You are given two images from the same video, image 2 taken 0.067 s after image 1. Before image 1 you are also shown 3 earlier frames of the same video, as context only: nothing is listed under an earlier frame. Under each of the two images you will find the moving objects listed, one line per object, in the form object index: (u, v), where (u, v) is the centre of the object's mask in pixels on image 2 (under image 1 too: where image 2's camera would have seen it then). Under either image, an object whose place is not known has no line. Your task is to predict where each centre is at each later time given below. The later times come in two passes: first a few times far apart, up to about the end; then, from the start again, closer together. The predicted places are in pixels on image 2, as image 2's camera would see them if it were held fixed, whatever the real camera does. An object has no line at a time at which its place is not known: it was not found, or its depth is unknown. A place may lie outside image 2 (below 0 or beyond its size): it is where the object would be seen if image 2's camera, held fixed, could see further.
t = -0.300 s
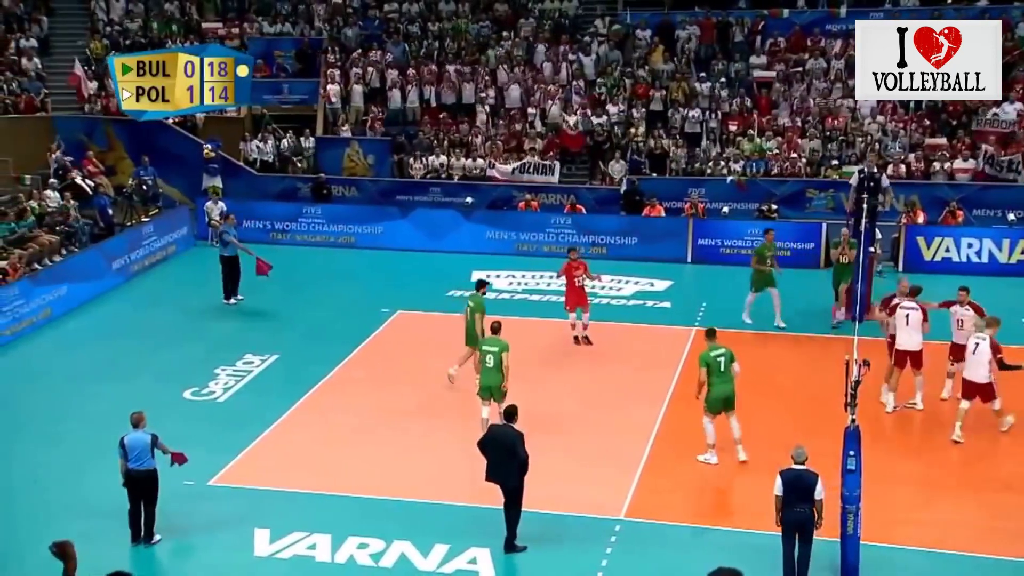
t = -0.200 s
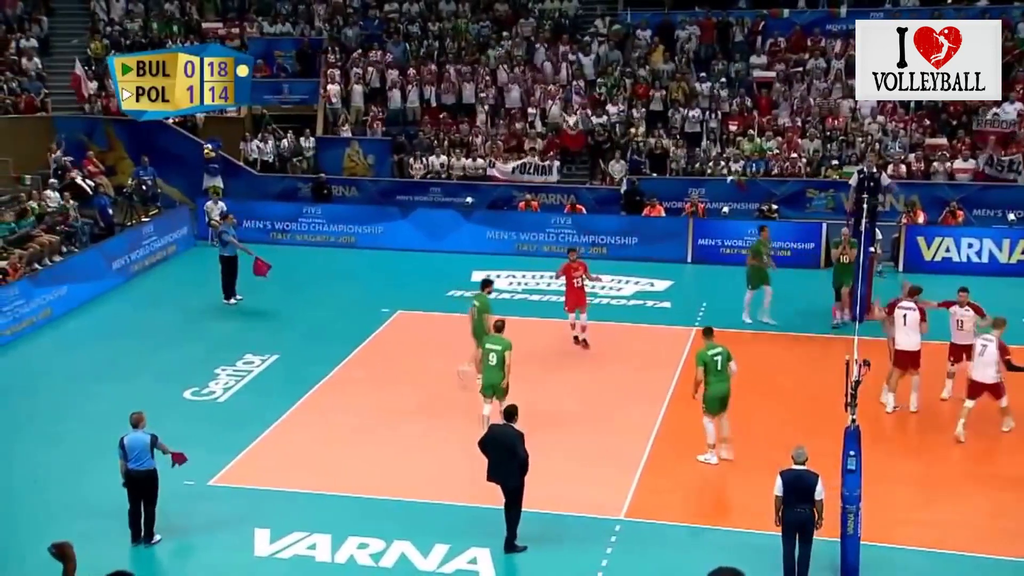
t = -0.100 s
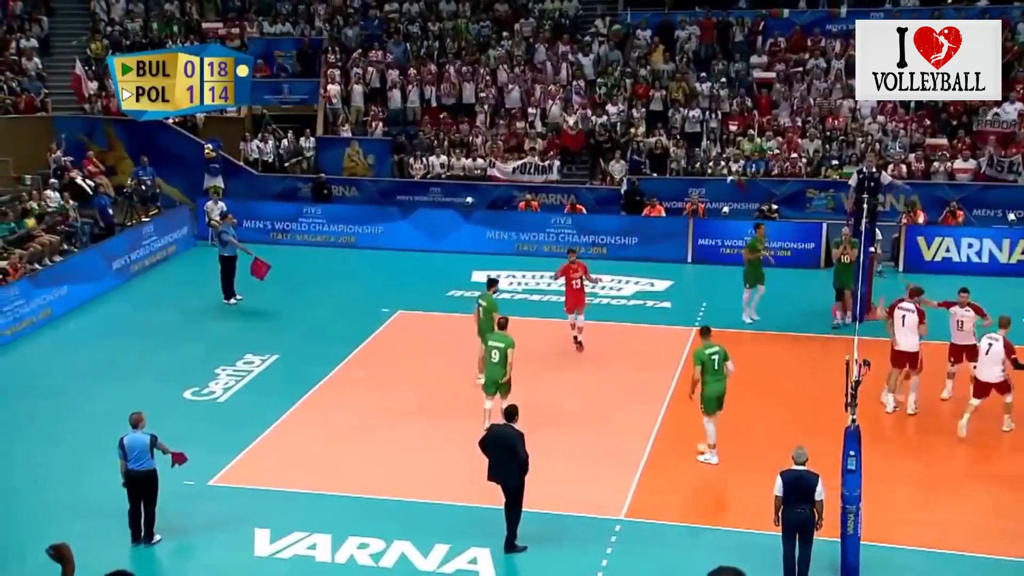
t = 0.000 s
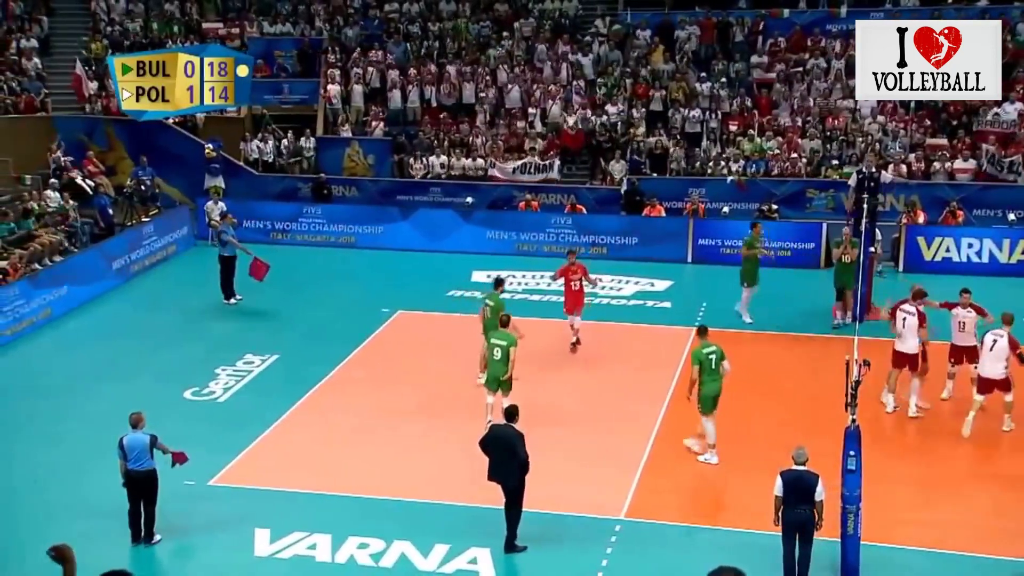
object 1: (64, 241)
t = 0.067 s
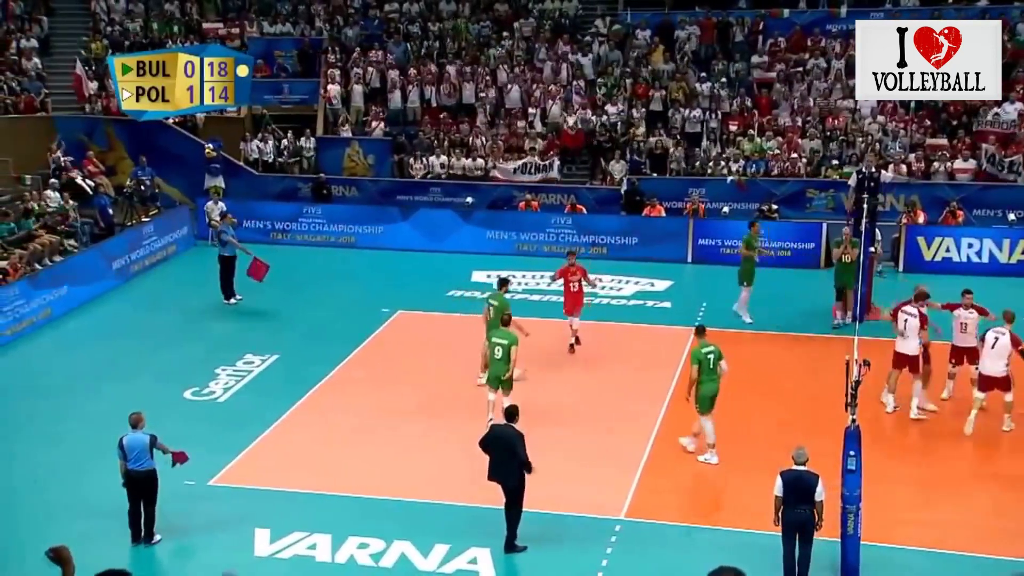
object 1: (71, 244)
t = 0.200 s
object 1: (105, 272)
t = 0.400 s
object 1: (155, 330)
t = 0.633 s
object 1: (183, 314)
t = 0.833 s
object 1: (199, 290)
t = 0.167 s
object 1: (96, 264)
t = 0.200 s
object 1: (105, 272)
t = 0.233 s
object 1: (111, 277)
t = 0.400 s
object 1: (155, 330)
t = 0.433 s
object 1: (165, 344)
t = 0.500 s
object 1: (173, 342)
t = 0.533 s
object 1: (175, 332)
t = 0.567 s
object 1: (178, 325)
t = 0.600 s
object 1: (180, 321)
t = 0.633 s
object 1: (183, 314)
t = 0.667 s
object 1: (185, 309)
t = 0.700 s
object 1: (188, 303)
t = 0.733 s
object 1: (191, 300)
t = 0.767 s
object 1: (192, 296)
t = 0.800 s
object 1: (196, 292)
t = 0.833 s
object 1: (199, 290)
